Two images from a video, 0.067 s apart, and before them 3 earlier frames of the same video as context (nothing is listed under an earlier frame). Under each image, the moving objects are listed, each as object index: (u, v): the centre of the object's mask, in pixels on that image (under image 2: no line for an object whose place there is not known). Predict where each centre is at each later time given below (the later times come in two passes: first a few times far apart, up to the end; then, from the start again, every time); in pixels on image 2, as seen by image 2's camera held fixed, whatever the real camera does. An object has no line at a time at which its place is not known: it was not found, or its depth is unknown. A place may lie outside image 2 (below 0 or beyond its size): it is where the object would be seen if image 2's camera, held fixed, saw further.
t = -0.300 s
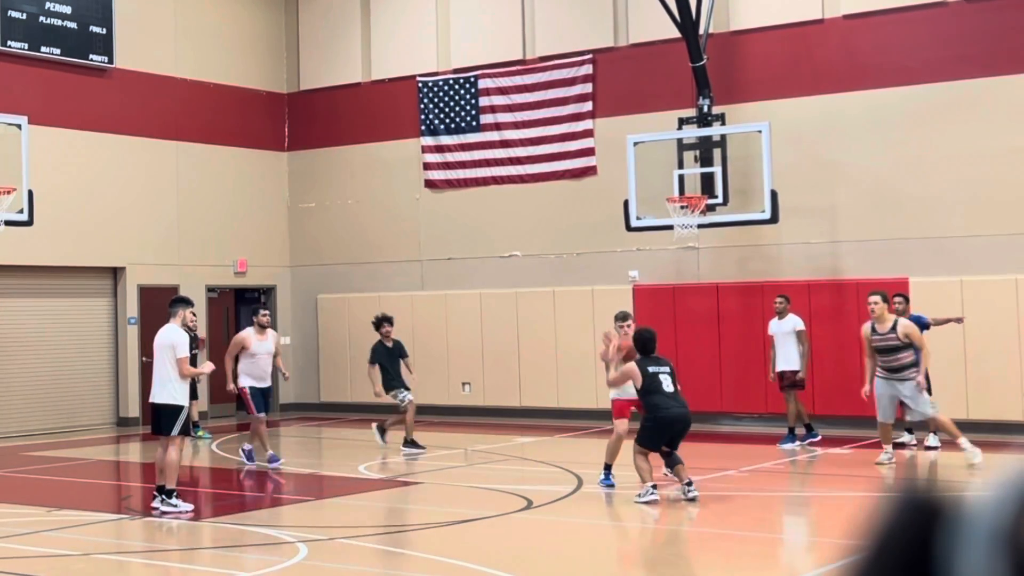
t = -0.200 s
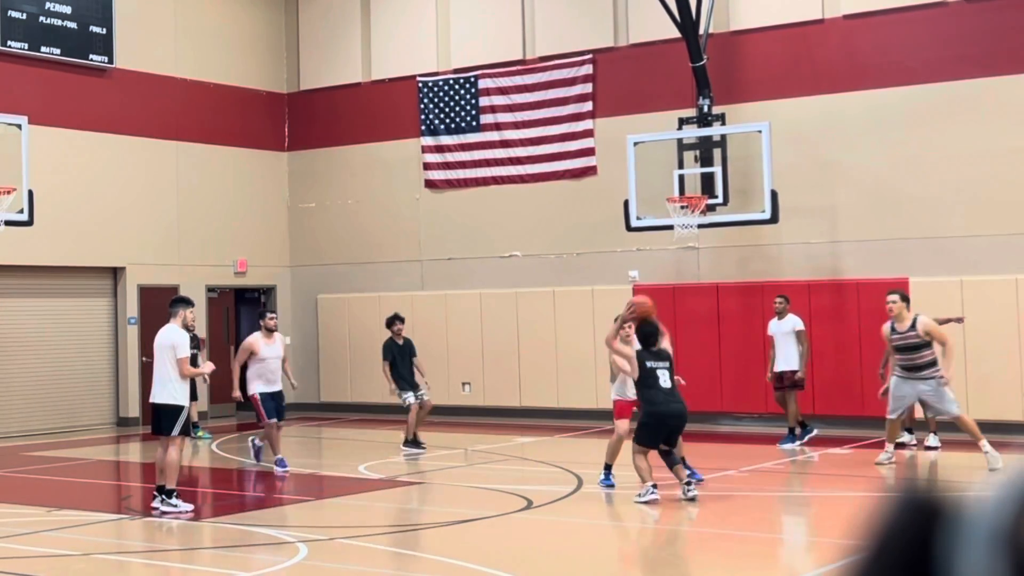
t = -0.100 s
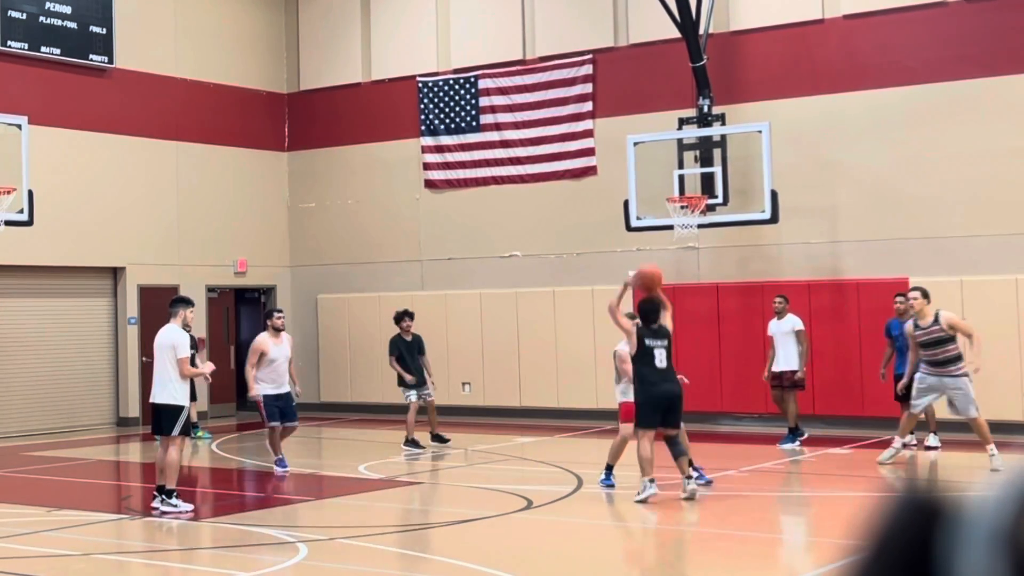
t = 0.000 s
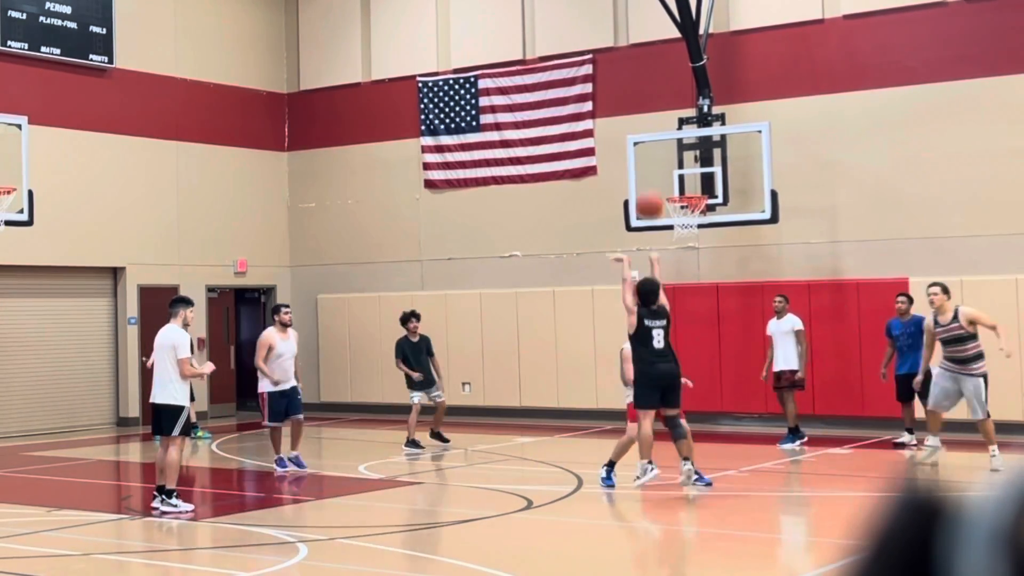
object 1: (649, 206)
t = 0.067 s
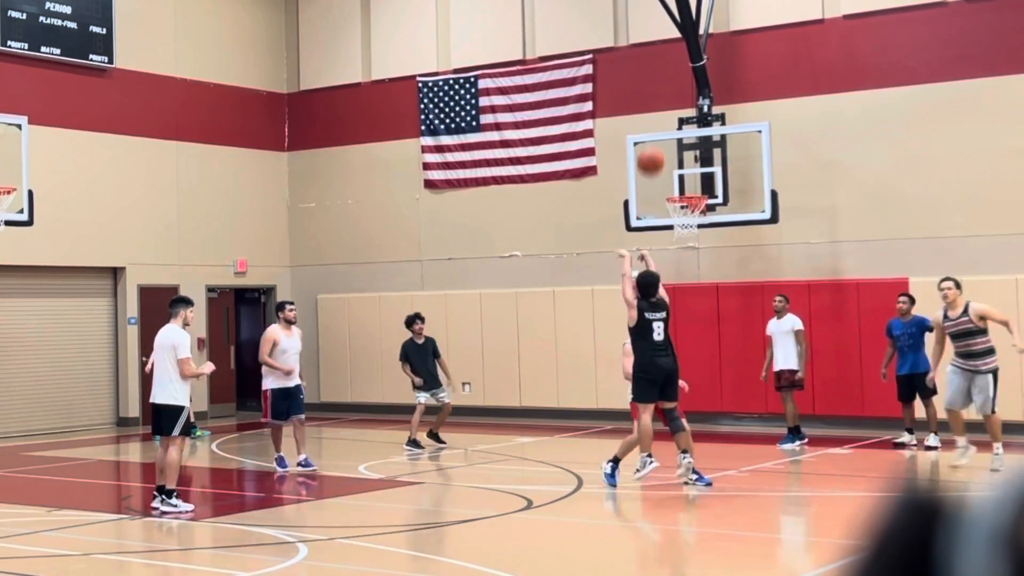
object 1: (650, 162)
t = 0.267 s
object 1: (654, 65)
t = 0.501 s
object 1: (657, 15)
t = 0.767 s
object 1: (661, 21)
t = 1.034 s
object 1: (666, 81)
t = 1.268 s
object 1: (672, 171)
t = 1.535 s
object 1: (743, 148)
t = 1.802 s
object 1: (797, 137)
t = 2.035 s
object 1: (850, 176)
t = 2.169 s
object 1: (882, 219)
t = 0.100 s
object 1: (651, 142)
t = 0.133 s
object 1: (652, 123)
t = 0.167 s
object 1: (652, 106)
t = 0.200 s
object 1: (653, 91)
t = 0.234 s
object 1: (653, 77)
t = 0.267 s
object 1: (654, 65)
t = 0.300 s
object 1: (654, 54)
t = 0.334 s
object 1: (655, 46)
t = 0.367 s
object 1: (655, 37)
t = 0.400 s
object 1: (656, 30)
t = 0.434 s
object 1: (656, 24)
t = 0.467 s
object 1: (657, 19)
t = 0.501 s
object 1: (657, 15)
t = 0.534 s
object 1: (658, 12)
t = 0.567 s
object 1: (658, 10)
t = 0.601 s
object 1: (659, 10)
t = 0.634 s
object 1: (659, 10)
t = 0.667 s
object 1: (660, 11)
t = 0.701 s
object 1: (660, 13)
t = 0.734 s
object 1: (661, 17)
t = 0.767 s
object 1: (661, 21)
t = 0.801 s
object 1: (661, 26)
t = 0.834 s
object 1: (662, 31)
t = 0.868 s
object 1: (663, 37)
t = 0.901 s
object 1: (663, 45)
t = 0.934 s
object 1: (663, 52)
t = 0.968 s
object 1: (664, 61)
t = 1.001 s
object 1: (665, 70)
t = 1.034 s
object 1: (666, 81)
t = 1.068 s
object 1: (666, 91)
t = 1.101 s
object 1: (667, 103)
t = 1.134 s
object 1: (668, 116)
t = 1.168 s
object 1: (669, 128)
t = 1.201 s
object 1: (670, 143)
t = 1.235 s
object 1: (671, 157)
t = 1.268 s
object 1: (672, 171)
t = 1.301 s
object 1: (673, 186)
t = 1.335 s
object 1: (679, 189)
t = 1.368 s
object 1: (690, 180)
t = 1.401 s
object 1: (702, 172)
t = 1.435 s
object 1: (712, 165)
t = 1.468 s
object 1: (725, 158)
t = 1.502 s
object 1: (736, 153)
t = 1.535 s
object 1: (743, 148)
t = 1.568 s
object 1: (749, 144)
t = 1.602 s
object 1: (756, 141)
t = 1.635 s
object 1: (763, 138)
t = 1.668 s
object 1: (769, 136)
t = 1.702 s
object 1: (777, 135)
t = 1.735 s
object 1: (783, 134)
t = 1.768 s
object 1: (790, 135)
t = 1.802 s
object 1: (797, 137)
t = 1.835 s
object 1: (804, 140)
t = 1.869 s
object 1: (812, 144)
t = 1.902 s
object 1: (819, 148)
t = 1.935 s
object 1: (827, 154)
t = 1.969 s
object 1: (834, 160)
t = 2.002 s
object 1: (842, 167)
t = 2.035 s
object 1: (850, 176)
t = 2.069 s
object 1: (858, 185)
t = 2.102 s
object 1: (866, 195)
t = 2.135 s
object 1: (874, 206)
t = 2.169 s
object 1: (882, 219)
